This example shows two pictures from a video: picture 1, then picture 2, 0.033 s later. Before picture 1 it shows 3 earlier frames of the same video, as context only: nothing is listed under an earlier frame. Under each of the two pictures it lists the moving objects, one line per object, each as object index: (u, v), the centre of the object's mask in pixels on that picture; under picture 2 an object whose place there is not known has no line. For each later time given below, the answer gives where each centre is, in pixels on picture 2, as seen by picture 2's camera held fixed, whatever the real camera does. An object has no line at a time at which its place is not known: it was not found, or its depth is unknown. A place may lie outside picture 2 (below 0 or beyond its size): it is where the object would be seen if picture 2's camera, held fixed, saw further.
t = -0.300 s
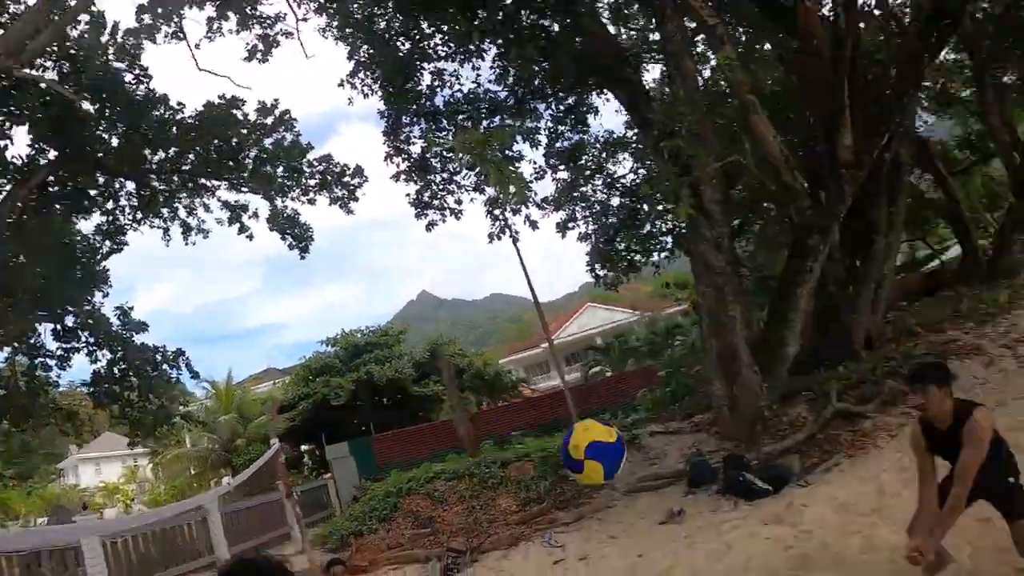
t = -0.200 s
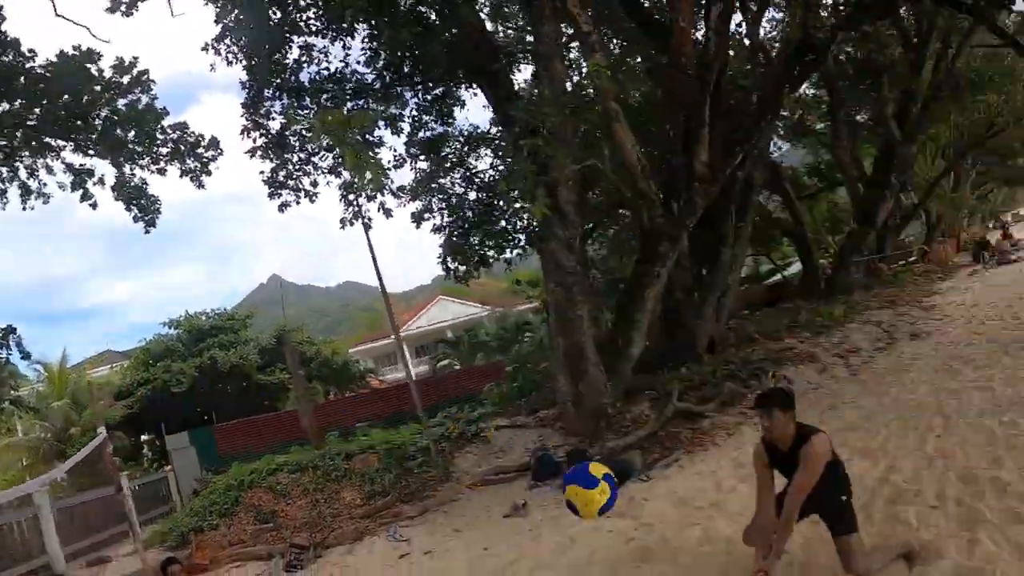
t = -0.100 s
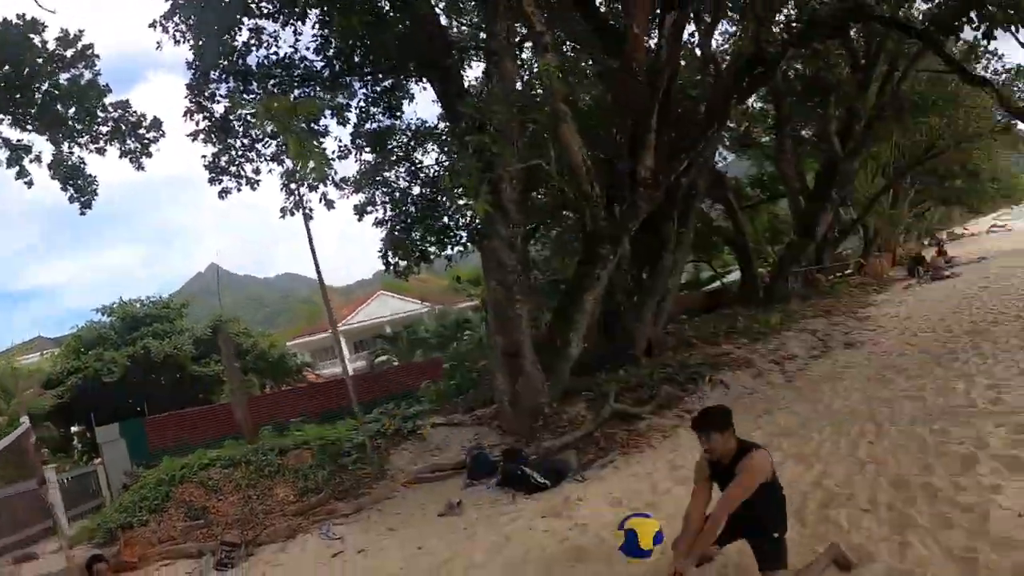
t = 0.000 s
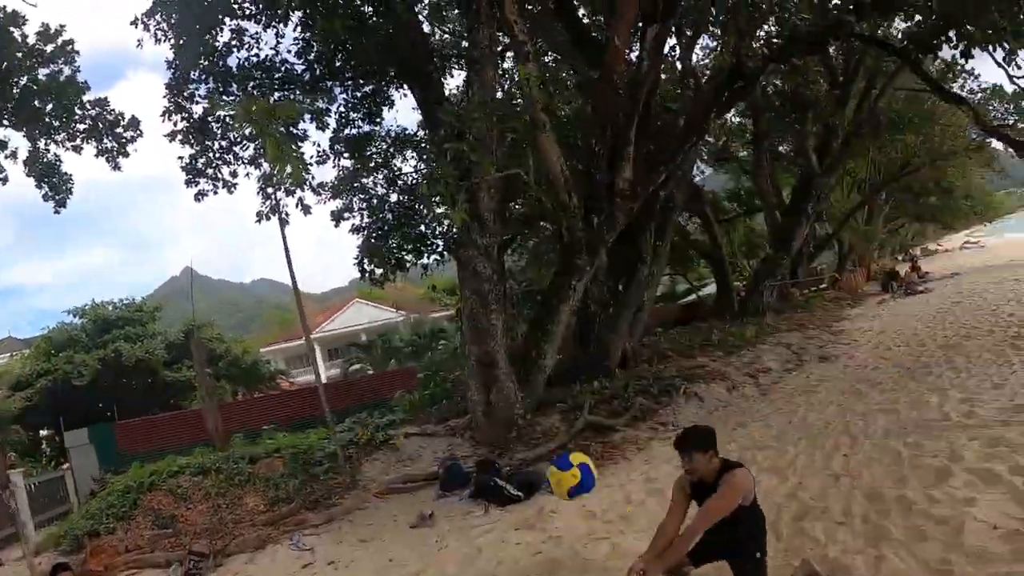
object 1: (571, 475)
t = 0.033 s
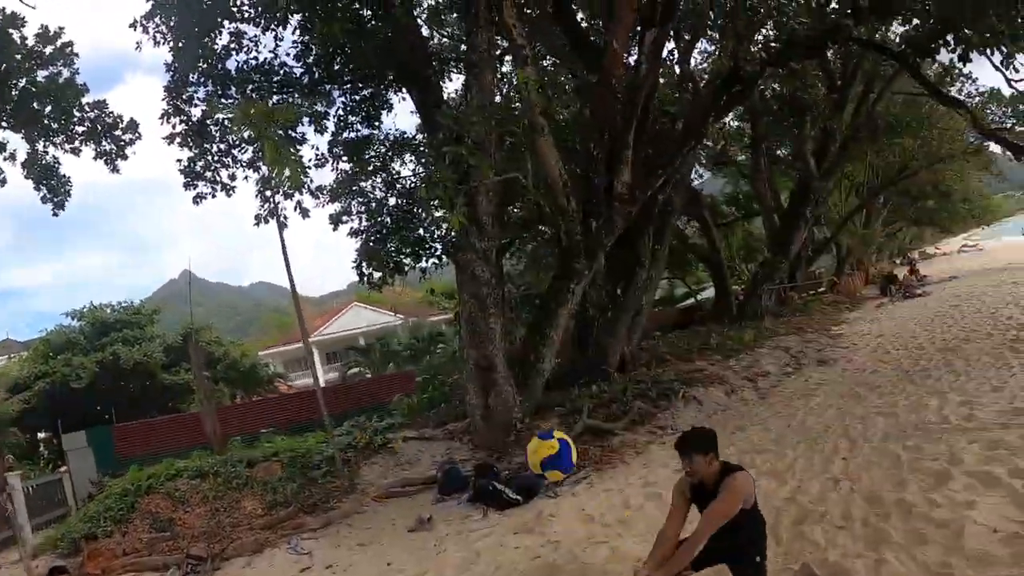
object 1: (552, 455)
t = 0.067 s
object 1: (511, 407)
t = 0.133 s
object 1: (458, 335)
